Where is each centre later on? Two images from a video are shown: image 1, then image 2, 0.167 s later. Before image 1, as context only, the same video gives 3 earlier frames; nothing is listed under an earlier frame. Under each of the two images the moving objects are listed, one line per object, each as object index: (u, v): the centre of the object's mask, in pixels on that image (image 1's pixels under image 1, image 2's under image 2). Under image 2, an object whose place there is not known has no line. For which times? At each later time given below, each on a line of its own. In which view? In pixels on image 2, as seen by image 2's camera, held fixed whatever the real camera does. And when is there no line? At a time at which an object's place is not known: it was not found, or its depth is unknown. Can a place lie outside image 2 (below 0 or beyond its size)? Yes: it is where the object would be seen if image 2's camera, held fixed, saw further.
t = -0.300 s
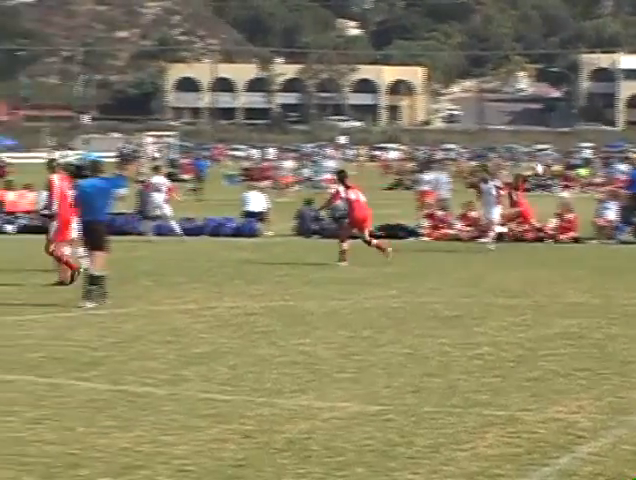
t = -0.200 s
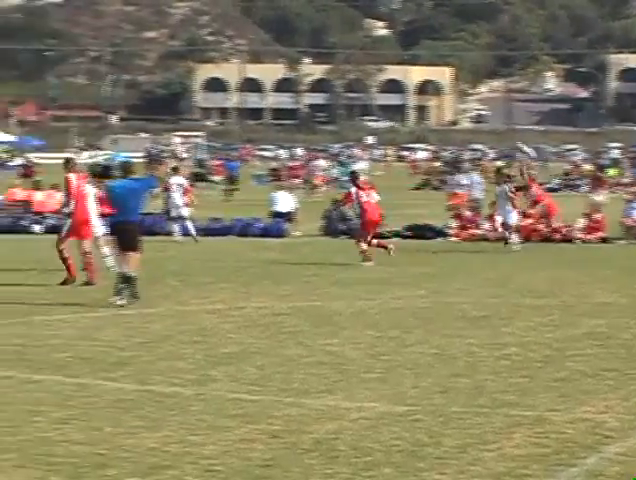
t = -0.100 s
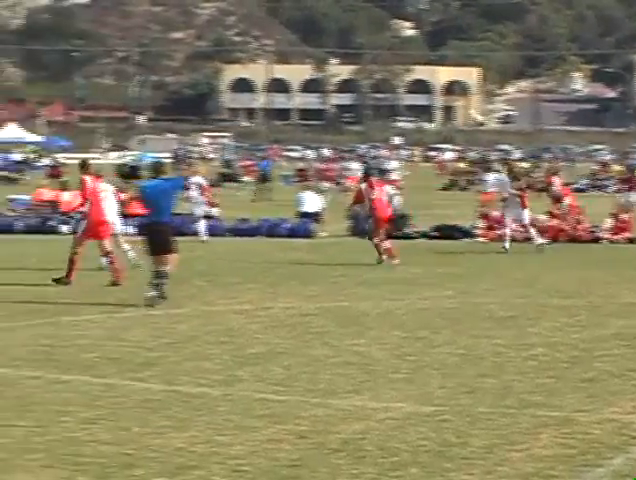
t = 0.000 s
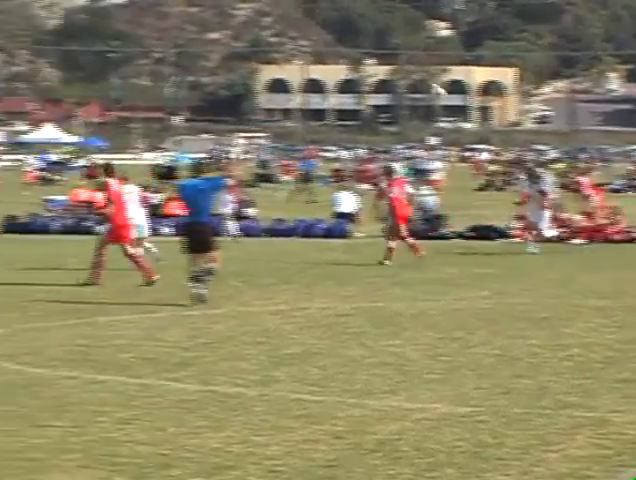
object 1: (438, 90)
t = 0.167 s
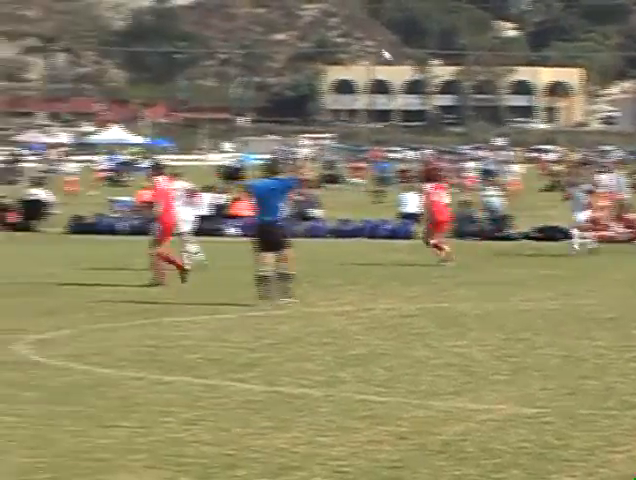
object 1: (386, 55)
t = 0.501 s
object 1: (162, 17)
